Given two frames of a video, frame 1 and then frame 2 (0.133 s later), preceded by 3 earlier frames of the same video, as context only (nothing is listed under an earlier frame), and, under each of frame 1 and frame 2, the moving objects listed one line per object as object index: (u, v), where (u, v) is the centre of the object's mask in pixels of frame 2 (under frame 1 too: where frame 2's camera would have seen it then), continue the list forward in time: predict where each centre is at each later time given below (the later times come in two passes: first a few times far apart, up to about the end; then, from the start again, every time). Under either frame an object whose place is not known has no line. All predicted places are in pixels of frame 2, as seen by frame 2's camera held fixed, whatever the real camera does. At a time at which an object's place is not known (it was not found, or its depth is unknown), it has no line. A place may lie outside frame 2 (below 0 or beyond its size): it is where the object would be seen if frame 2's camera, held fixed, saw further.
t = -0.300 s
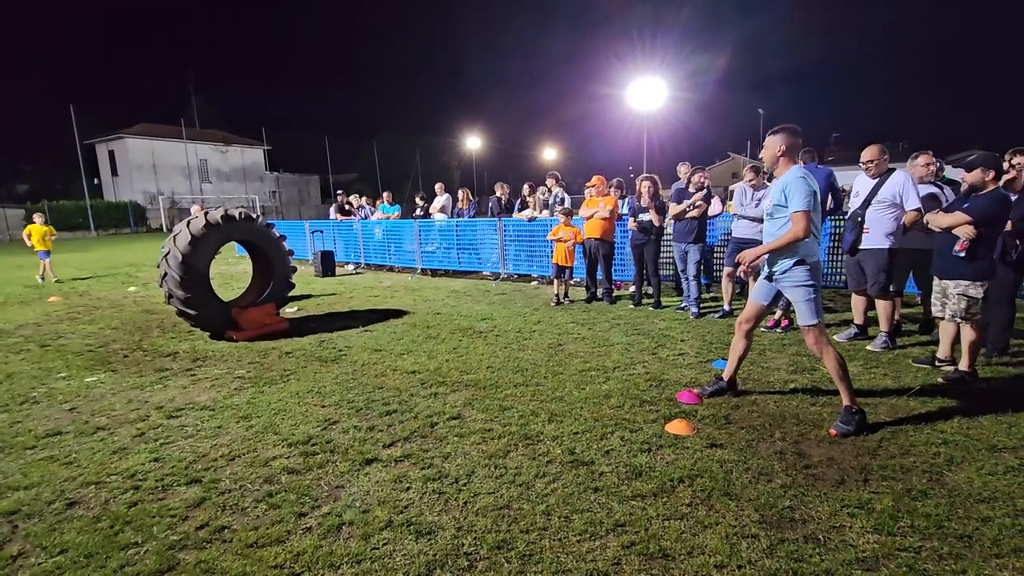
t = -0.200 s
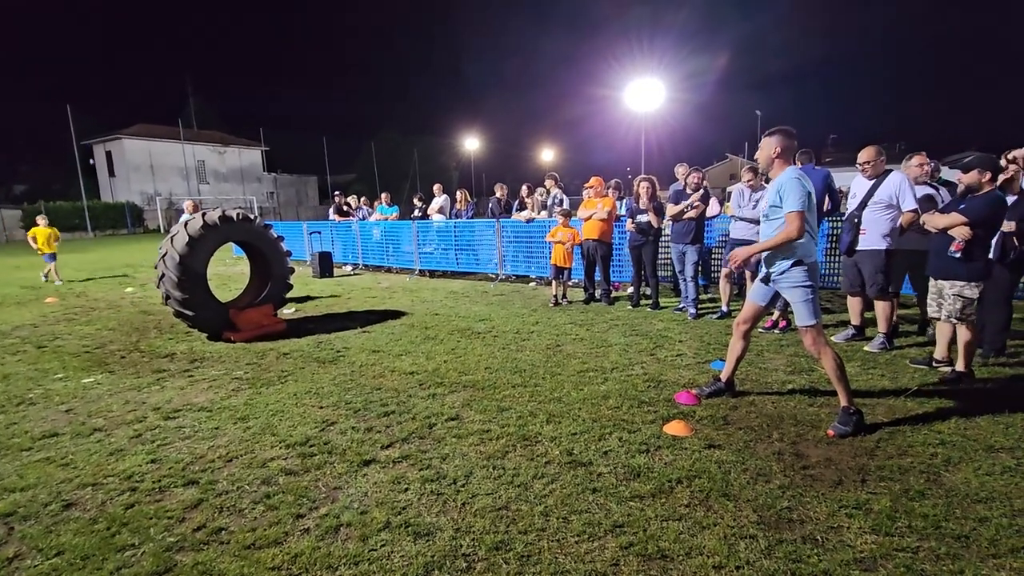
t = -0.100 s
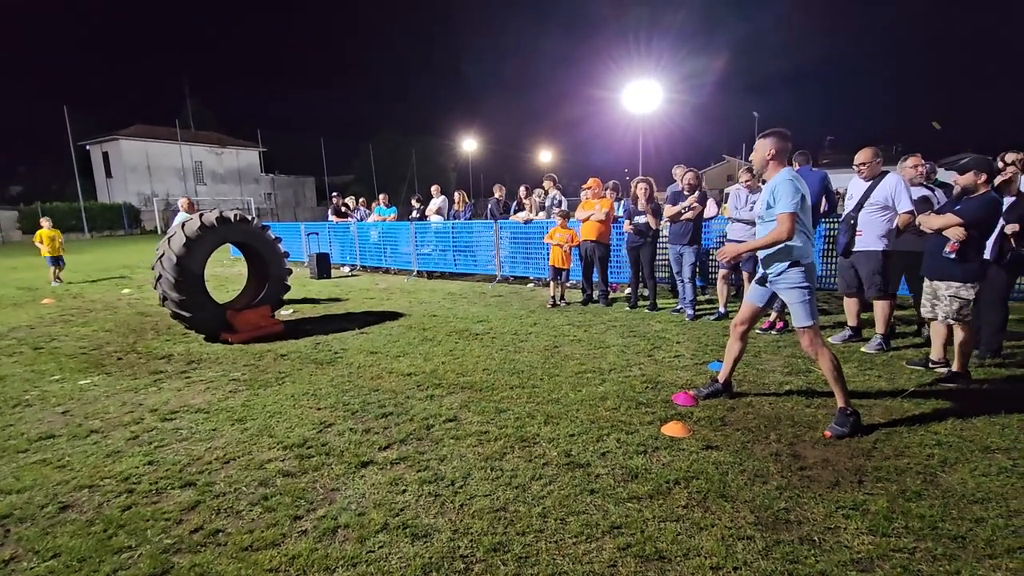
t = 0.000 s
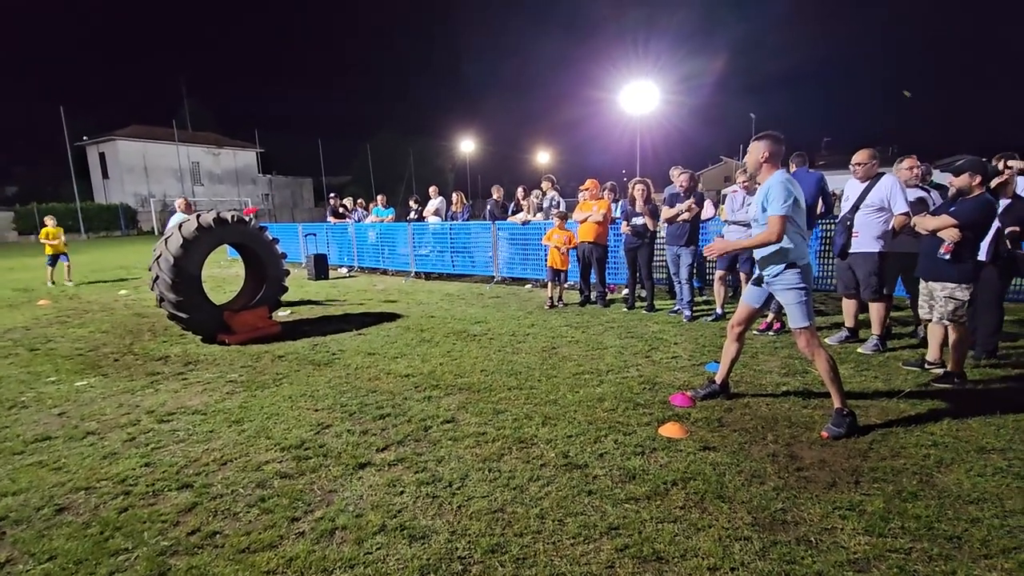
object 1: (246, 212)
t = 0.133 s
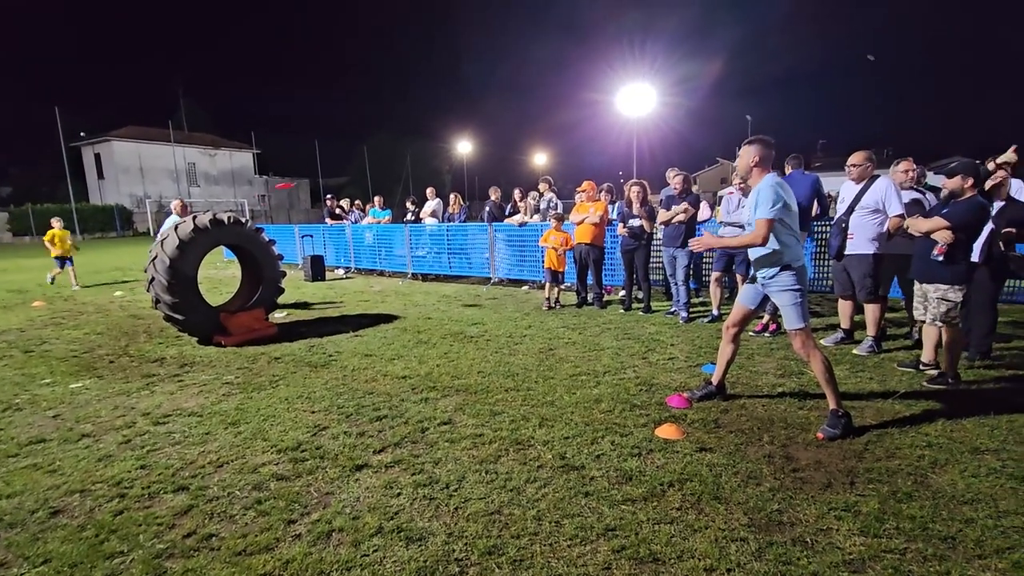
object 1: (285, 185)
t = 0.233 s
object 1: (318, 169)
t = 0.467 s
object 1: (405, 139)
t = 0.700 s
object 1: (510, 118)
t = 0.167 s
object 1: (296, 180)
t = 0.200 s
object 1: (307, 174)
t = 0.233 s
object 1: (318, 169)
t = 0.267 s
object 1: (330, 164)
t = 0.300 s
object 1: (341, 160)
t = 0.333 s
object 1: (353, 155)
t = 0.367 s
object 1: (366, 151)
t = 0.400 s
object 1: (378, 147)
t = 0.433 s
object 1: (391, 143)
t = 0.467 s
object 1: (405, 139)
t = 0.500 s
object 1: (419, 136)
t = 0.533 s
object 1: (433, 133)
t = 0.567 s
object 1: (447, 130)
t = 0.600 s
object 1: (462, 126)
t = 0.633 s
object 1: (478, 123)
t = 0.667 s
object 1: (494, 121)
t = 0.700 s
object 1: (510, 118)
